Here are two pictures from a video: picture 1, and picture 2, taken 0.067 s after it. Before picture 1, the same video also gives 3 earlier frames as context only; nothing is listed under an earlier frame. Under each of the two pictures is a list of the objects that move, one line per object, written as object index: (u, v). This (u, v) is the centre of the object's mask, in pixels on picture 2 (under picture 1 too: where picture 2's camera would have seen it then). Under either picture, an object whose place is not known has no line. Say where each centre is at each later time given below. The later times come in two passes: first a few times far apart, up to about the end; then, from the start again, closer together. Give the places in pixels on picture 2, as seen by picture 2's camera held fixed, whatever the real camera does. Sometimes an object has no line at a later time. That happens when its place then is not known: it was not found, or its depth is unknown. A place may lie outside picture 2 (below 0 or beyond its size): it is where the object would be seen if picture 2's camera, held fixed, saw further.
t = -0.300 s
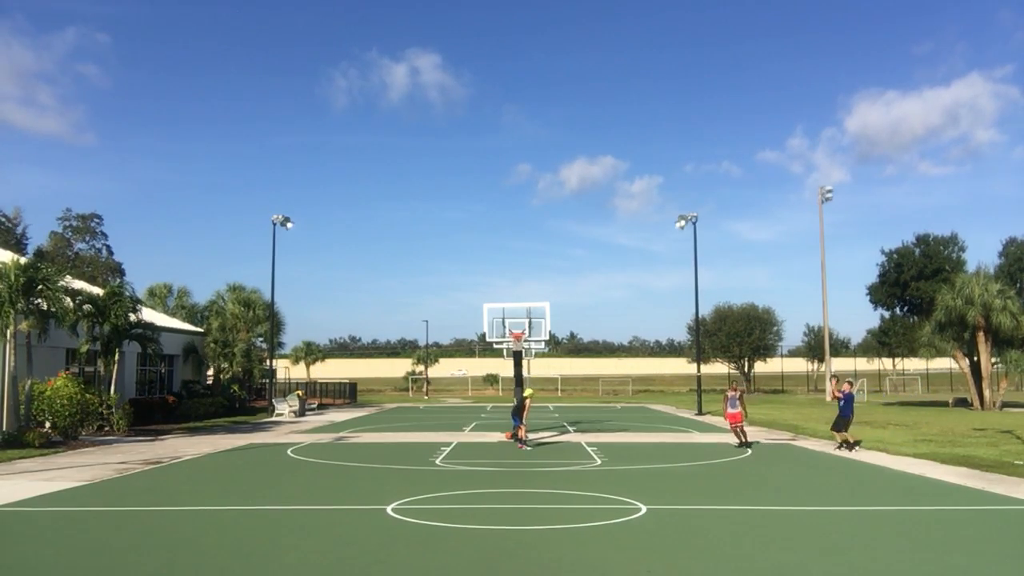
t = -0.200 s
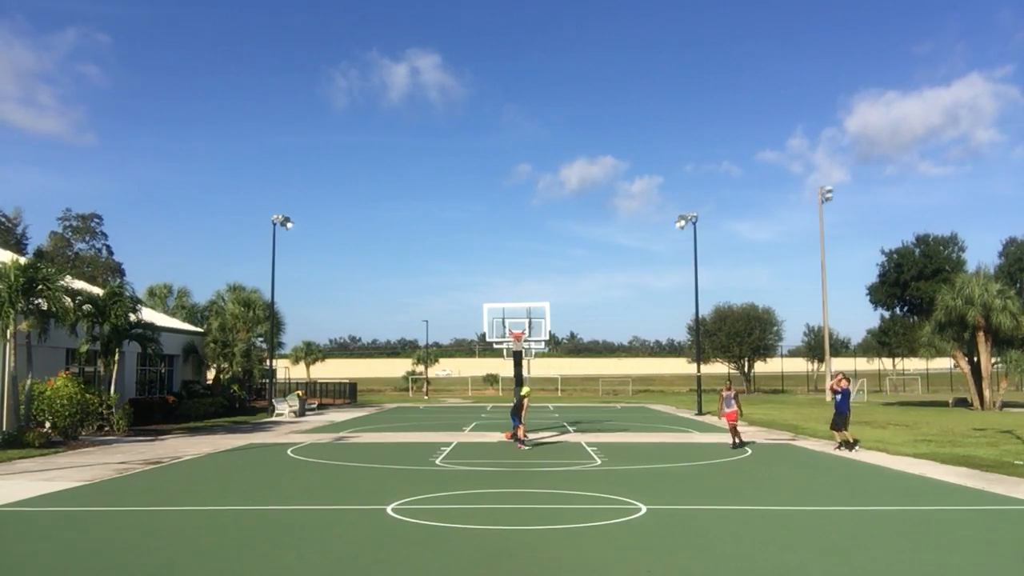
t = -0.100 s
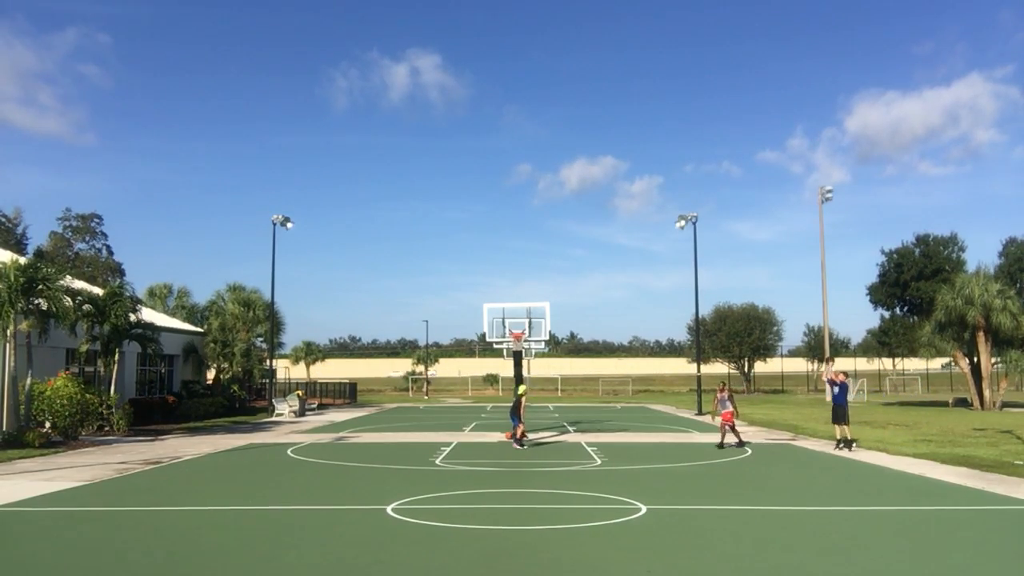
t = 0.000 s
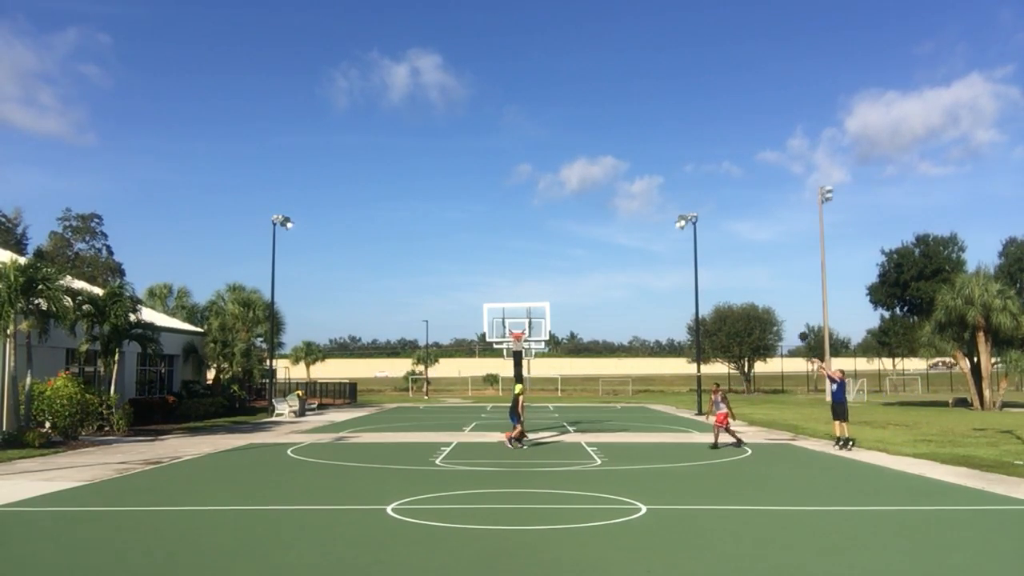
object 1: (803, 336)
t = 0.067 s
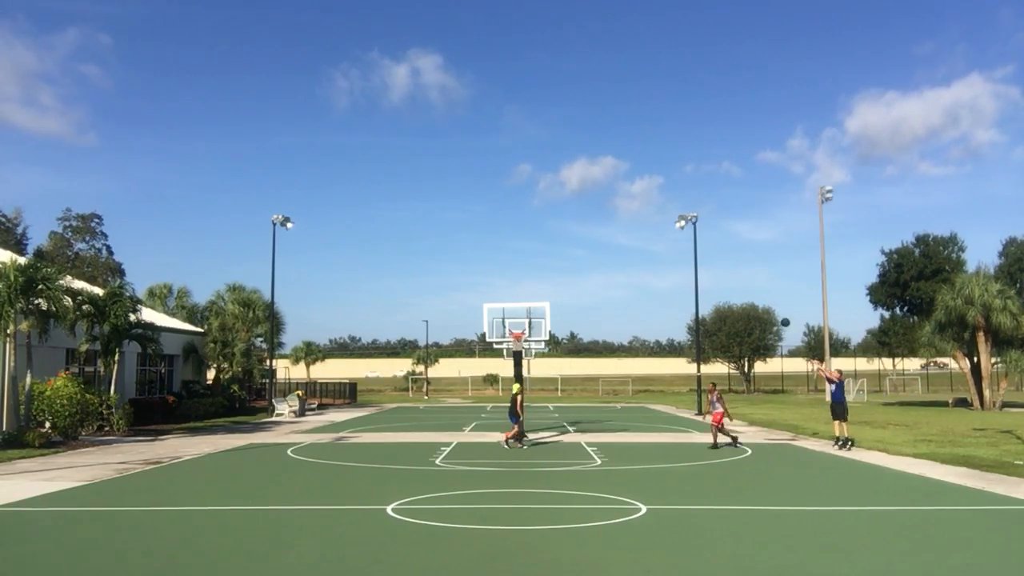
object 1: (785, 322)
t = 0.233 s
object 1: (742, 295)
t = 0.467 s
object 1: (683, 275)
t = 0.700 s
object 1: (628, 274)
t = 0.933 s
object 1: (575, 292)
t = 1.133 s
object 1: (530, 321)
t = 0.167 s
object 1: (759, 305)
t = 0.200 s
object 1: (750, 300)
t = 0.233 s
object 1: (742, 295)
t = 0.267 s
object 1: (733, 290)
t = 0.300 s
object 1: (725, 287)
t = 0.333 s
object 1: (716, 284)
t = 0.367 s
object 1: (708, 281)
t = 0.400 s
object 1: (701, 279)
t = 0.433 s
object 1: (691, 277)
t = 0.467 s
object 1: (683, 275)
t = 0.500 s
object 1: (675, 274)
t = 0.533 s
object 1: (667, 273)
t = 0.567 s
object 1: (659, 272)
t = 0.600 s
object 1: (651, 272)
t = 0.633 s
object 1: (643, 272)
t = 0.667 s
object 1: (636, 273)
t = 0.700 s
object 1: (628, 274)
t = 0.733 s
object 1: (620, 275)
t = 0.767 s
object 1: (612, 277)
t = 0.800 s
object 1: (605, 279)
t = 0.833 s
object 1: (597, 282)
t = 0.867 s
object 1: (589, 285)
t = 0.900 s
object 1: (582, 288)
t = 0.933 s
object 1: (575, 292)
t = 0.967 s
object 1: (567, 296)
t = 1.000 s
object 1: (560, 300)
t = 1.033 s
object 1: (553, 305)
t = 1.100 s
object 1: (537, 315)
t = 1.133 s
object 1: (530, 321)
